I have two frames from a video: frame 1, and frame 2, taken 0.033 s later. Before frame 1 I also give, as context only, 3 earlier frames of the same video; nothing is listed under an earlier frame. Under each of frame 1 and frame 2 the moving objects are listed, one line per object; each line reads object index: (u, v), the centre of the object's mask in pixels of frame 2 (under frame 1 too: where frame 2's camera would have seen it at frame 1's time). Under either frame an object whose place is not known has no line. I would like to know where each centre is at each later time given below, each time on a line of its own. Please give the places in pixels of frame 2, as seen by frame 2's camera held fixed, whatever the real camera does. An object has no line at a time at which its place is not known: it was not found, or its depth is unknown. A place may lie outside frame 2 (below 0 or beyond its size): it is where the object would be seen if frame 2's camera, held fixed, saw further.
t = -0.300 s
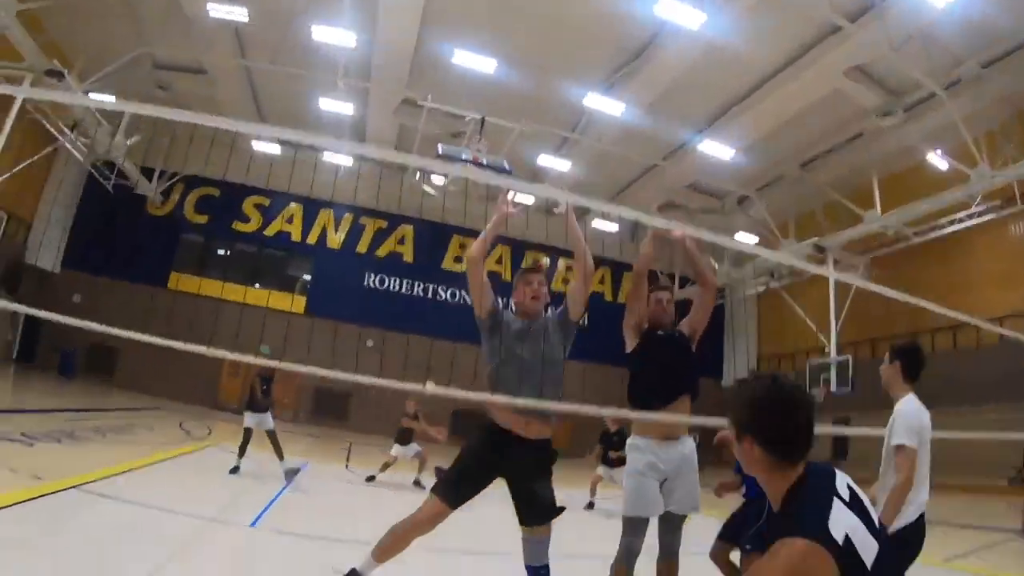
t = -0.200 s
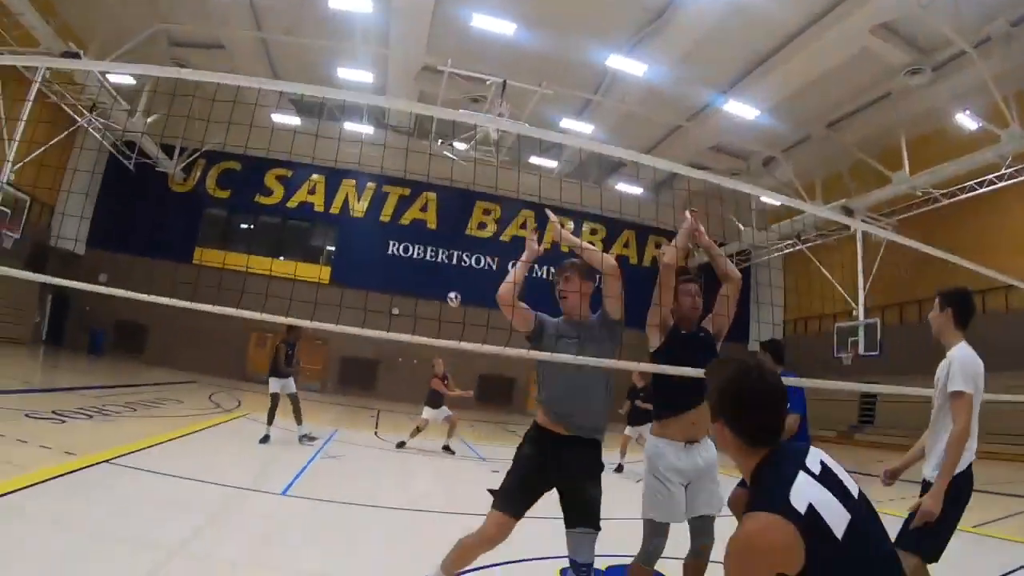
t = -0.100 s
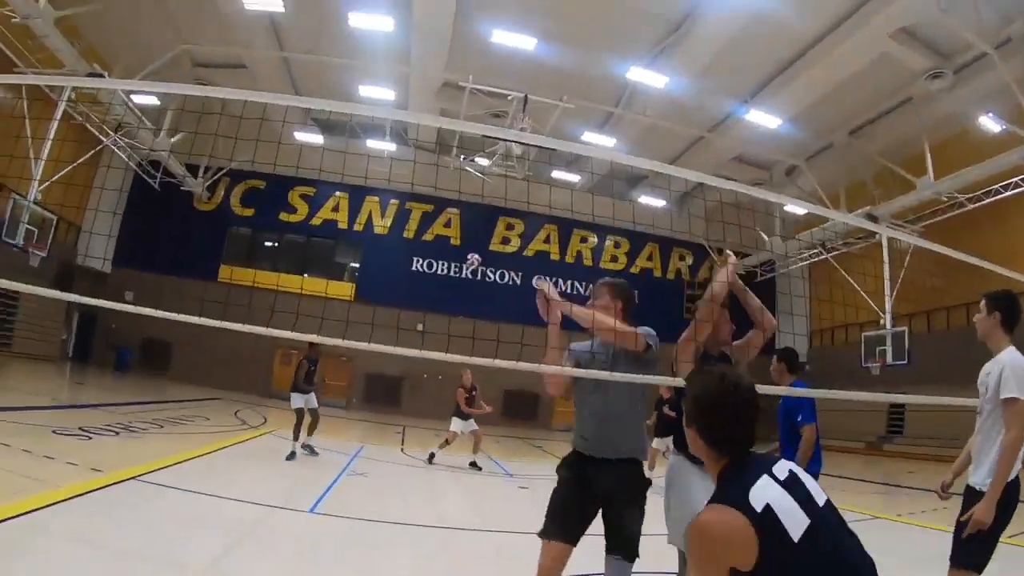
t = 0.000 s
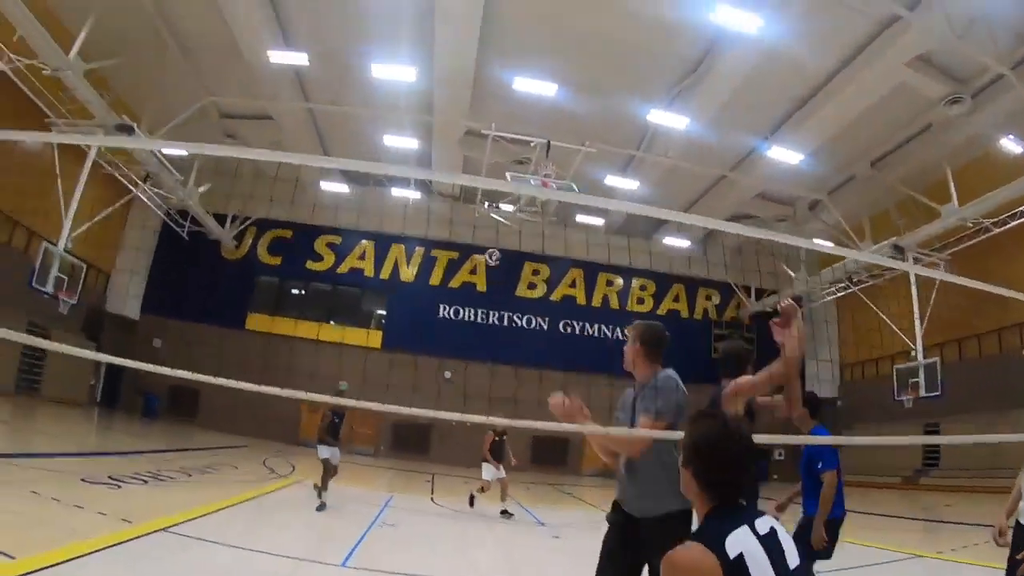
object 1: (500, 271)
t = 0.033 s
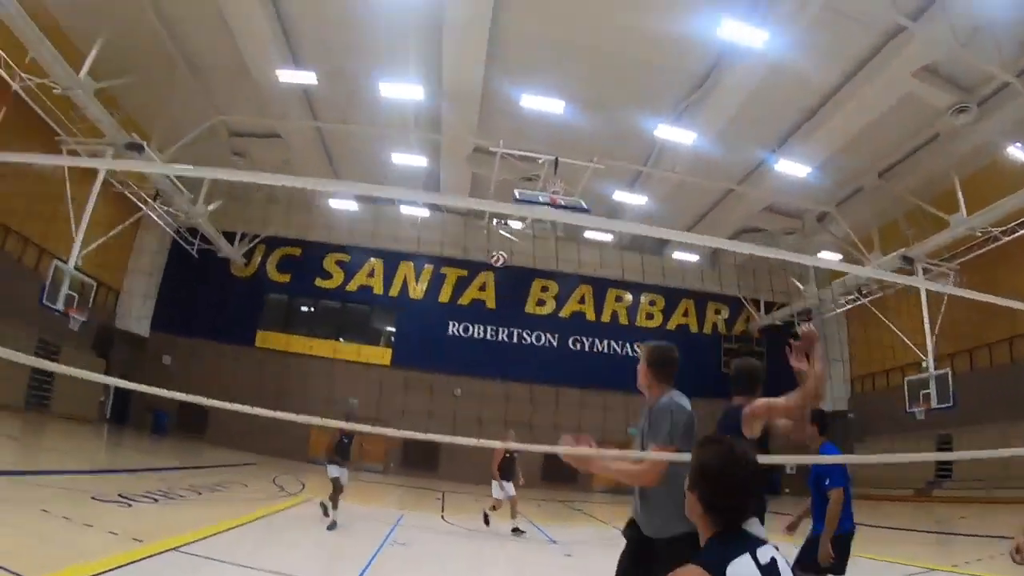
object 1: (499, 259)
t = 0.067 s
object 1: (497, 246)
